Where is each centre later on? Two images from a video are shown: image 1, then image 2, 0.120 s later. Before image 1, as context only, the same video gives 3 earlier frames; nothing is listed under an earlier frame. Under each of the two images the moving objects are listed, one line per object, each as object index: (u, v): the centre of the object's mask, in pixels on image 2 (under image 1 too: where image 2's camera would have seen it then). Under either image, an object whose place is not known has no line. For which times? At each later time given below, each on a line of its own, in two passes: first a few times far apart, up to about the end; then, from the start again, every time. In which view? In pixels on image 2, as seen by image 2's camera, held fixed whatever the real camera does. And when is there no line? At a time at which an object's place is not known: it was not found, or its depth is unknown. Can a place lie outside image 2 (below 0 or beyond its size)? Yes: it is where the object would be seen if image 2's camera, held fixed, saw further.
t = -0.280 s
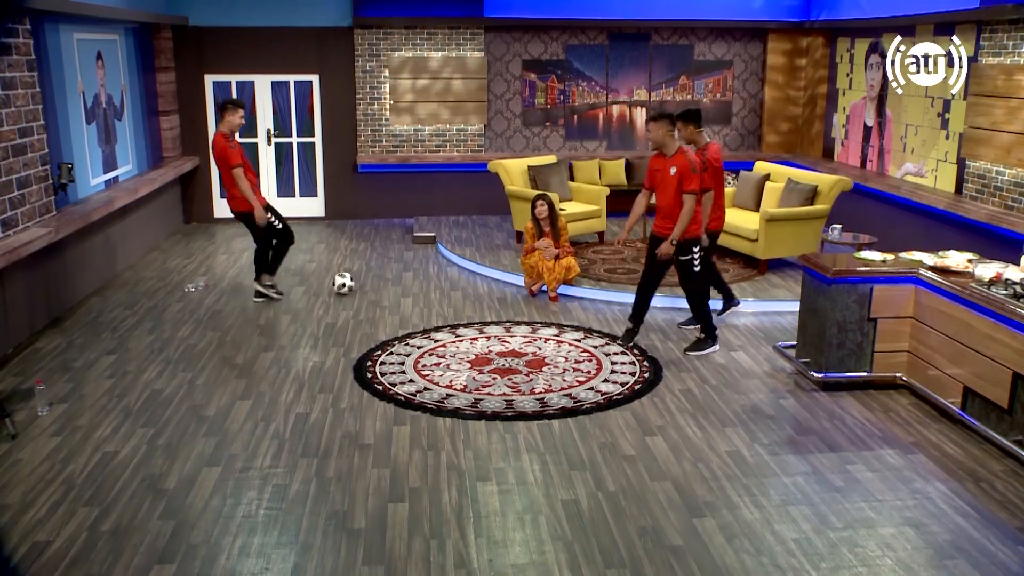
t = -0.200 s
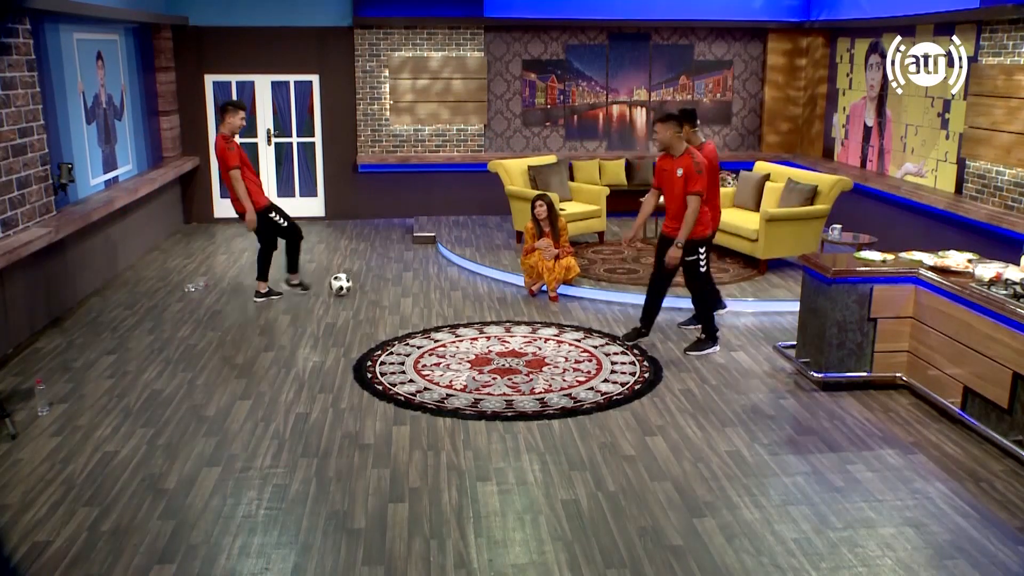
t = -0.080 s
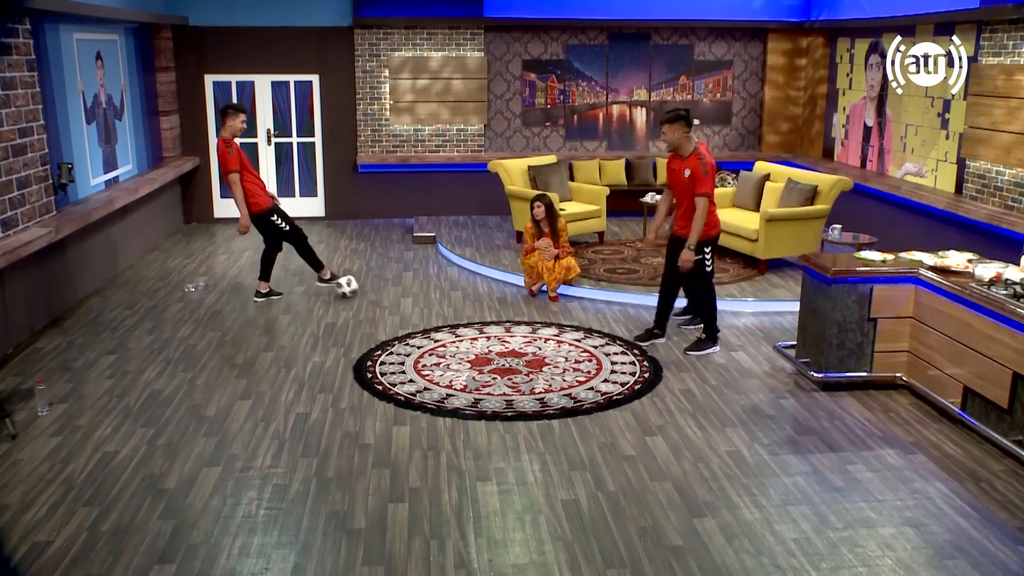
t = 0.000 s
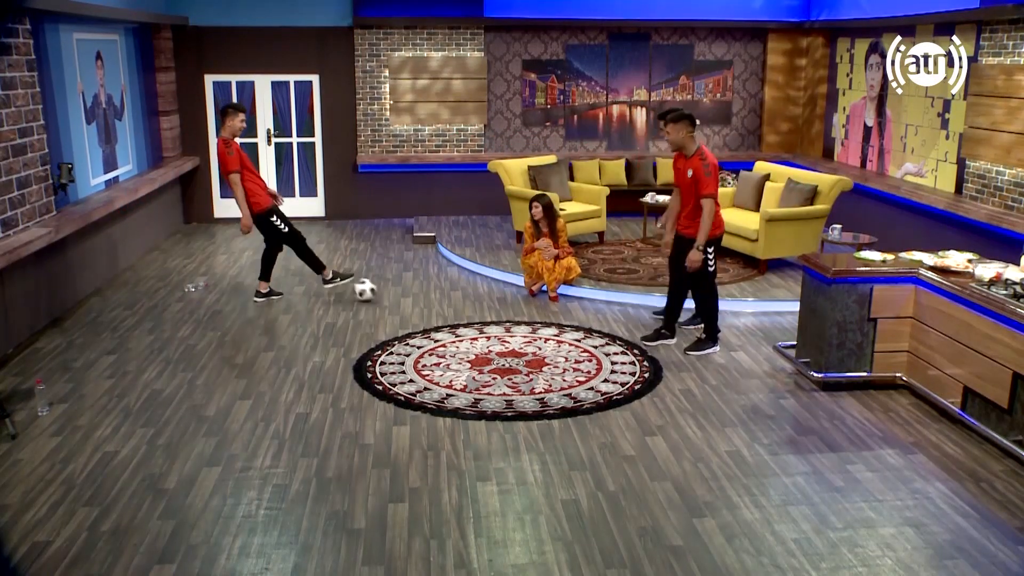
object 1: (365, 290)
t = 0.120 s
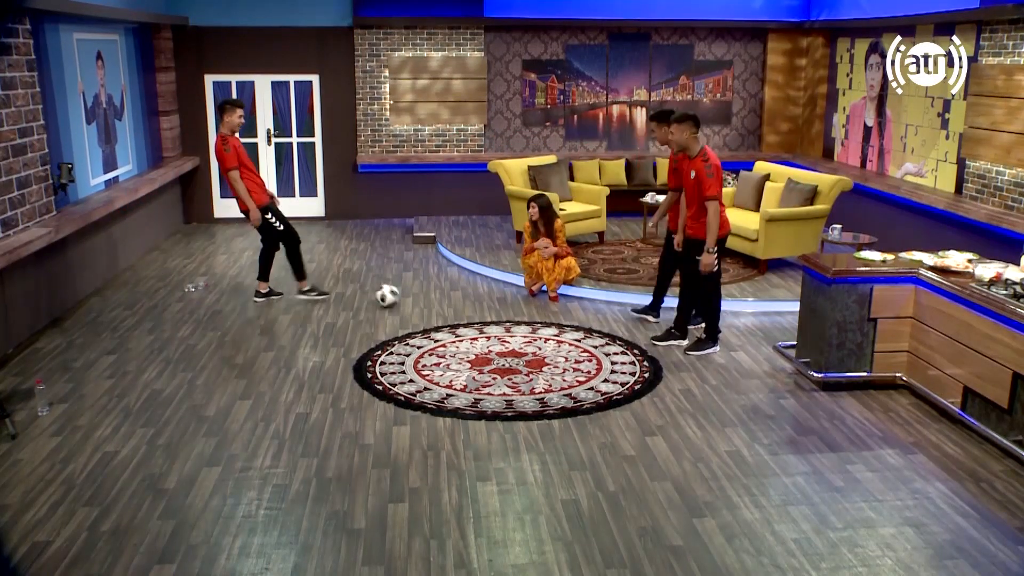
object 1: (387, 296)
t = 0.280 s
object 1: (413, 302)
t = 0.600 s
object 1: (467, 314)
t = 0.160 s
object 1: (394, 297)
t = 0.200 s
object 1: (400, 299)
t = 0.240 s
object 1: (407, 300)
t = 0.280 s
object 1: (413, 302)
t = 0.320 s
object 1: (420, 304)
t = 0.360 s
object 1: (427, 305)
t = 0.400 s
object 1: (433, 307)
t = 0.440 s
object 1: (440, 309)
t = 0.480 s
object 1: (446, 310)
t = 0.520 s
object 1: (454, 312)
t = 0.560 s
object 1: (460, 312)
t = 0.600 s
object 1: (467, 314)
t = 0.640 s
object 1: (474, 316)
